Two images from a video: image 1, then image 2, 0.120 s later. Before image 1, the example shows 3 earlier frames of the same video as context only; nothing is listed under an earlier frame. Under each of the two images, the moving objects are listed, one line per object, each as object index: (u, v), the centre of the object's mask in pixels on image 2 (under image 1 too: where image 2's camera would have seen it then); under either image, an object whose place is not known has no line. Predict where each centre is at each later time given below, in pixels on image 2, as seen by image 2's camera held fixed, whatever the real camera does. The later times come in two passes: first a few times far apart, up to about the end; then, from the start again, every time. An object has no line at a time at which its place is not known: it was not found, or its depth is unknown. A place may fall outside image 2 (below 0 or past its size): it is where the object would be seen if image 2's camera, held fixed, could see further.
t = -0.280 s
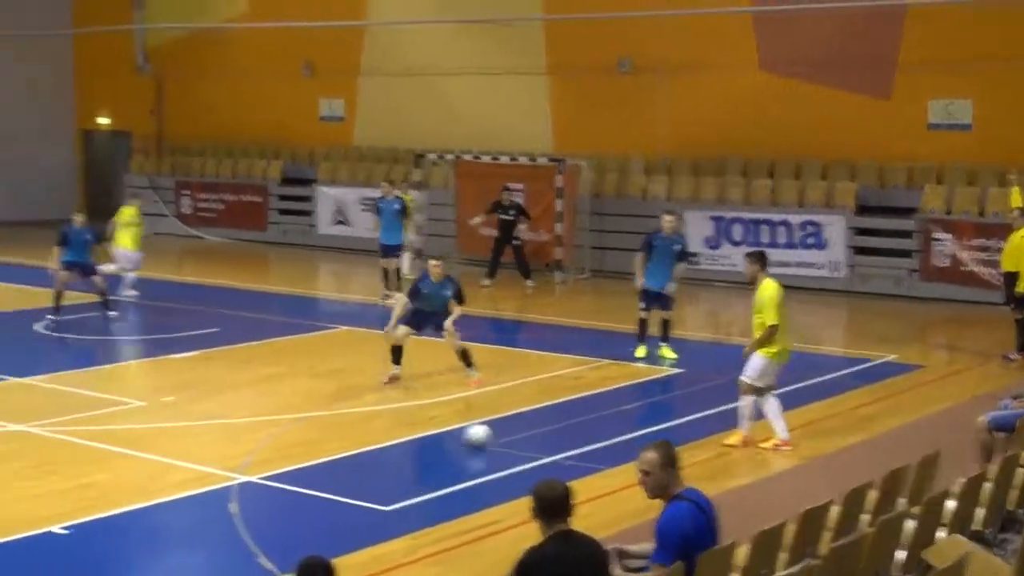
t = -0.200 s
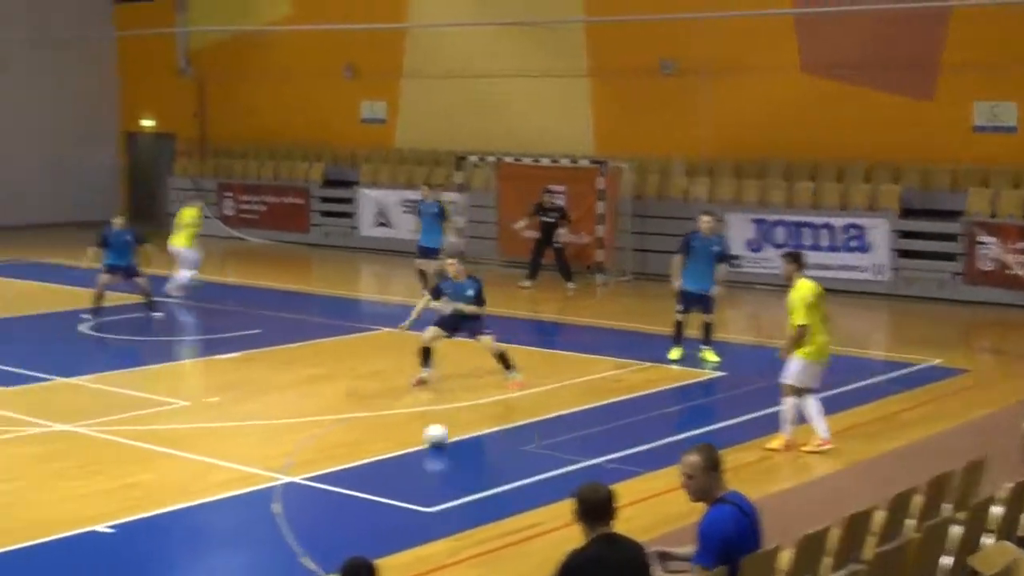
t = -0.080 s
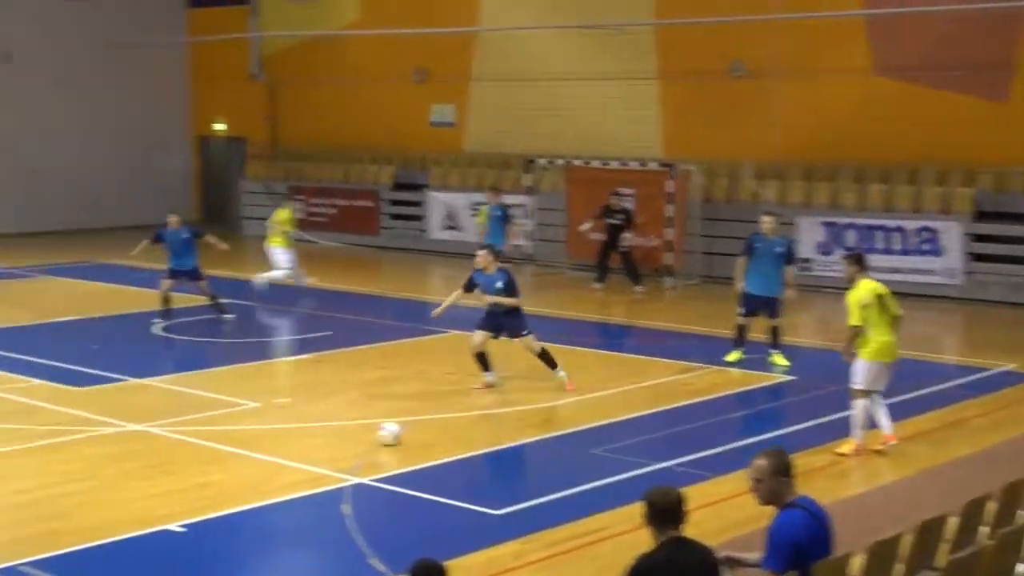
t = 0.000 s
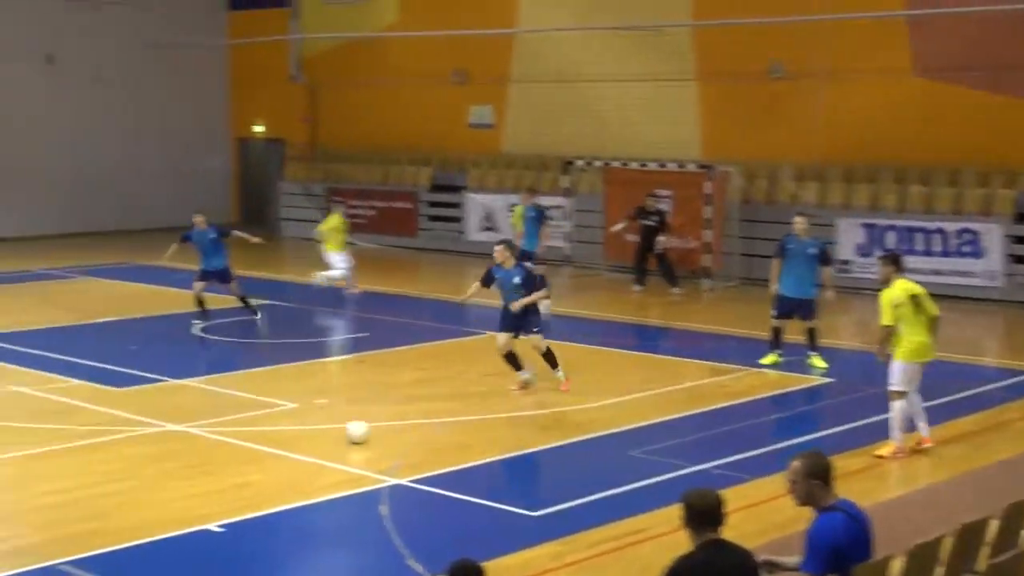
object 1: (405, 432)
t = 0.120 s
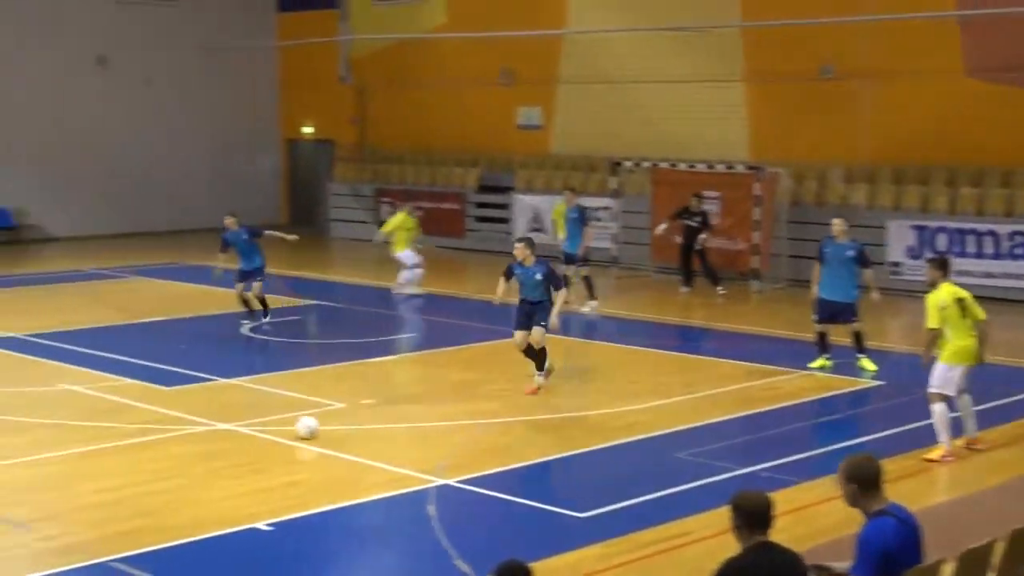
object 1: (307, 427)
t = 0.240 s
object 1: (218, 423)
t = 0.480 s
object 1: (61, 416)
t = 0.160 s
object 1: (276, 426)
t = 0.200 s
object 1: (246, 424)
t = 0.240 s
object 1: (218, 423)
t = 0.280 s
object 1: (189, 422)
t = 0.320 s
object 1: (162, 421)
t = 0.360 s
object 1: (137, 418)
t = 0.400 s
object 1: (111, 418)
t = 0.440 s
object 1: (86, 417)
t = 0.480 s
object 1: (61, 416)
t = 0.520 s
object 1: (37, 415)
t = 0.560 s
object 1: (13, 414)
